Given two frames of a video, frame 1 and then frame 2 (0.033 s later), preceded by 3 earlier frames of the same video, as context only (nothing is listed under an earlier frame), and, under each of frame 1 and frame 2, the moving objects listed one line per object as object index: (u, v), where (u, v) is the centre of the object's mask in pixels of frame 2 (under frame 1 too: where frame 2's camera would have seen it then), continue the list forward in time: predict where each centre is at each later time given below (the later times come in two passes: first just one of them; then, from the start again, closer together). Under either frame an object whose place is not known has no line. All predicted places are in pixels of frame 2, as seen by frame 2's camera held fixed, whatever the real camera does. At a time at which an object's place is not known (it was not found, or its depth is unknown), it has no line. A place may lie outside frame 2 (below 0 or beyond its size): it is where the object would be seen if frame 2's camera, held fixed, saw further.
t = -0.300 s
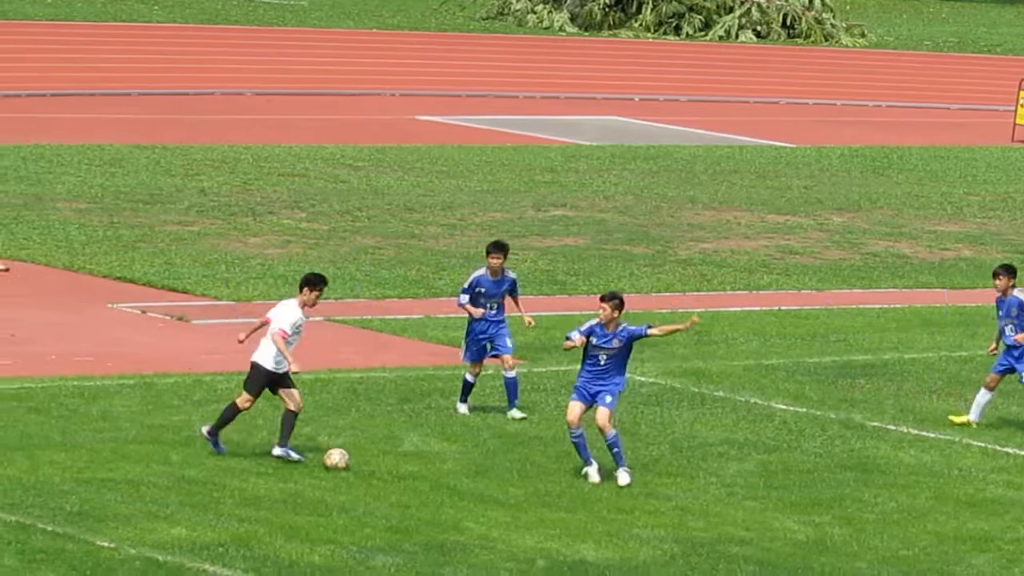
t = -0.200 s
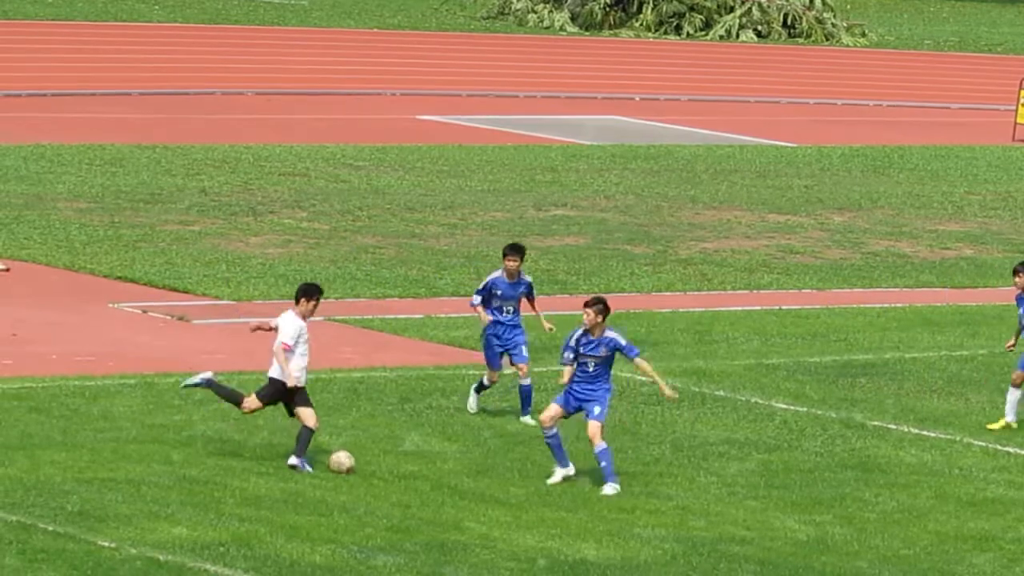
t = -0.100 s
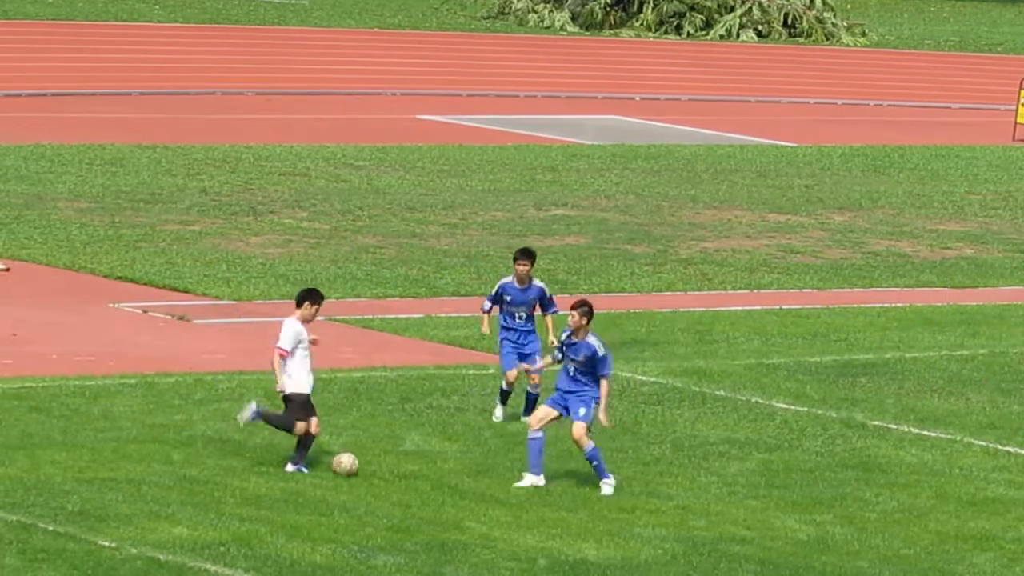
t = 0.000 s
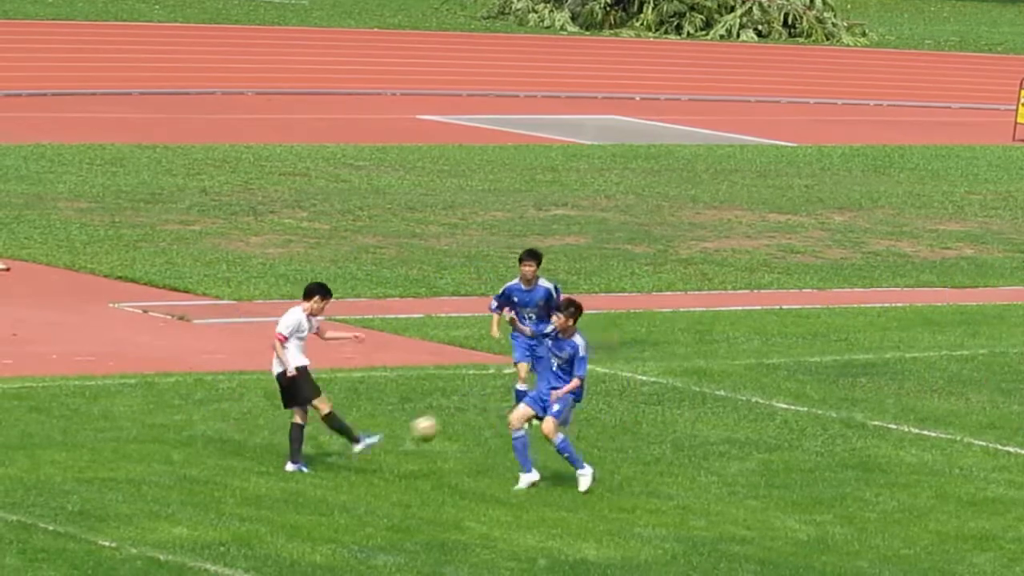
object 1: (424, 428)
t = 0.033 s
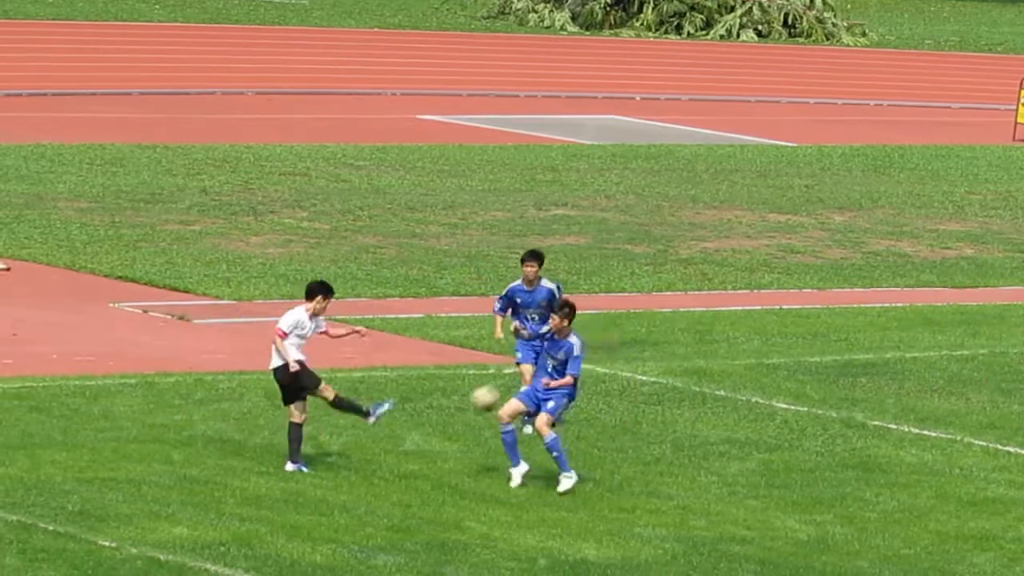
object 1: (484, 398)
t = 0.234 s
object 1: (827, 245)
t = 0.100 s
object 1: (602, 342)
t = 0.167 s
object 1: (716, 292)
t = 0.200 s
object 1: (772, 267)
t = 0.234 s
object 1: (827, 245)
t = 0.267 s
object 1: (879, 223)
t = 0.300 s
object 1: (930, 203)
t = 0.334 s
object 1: (982, 185)
